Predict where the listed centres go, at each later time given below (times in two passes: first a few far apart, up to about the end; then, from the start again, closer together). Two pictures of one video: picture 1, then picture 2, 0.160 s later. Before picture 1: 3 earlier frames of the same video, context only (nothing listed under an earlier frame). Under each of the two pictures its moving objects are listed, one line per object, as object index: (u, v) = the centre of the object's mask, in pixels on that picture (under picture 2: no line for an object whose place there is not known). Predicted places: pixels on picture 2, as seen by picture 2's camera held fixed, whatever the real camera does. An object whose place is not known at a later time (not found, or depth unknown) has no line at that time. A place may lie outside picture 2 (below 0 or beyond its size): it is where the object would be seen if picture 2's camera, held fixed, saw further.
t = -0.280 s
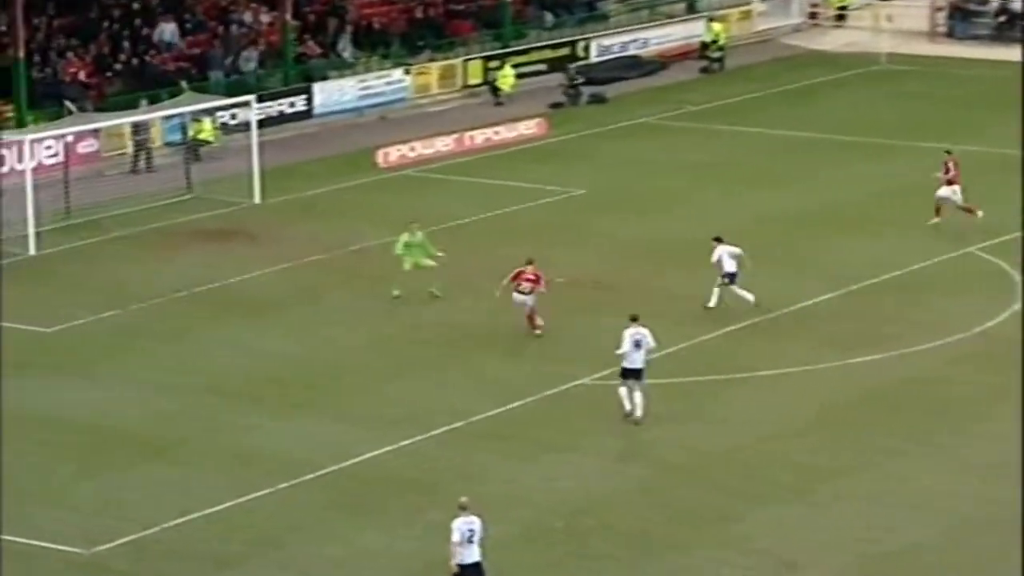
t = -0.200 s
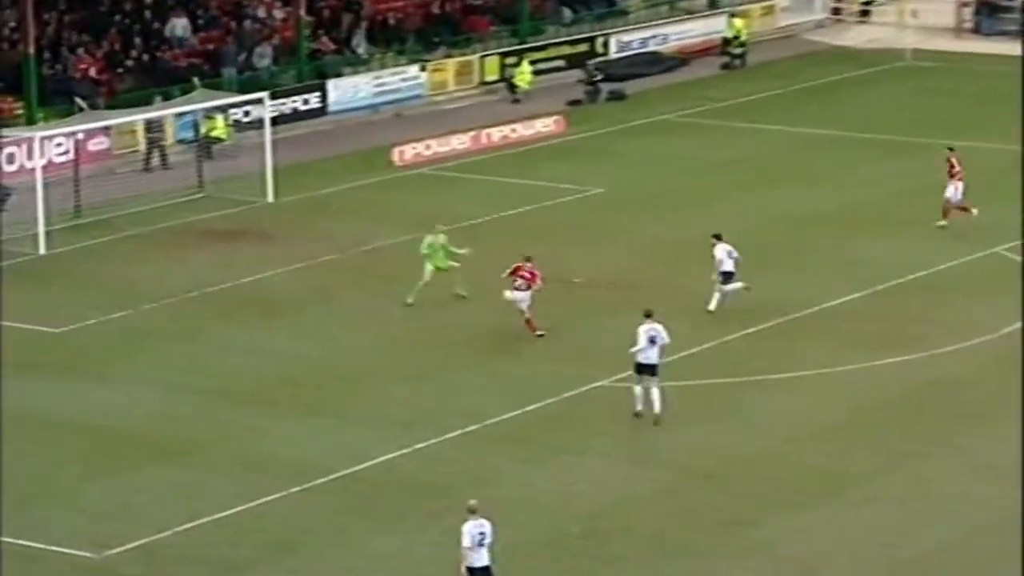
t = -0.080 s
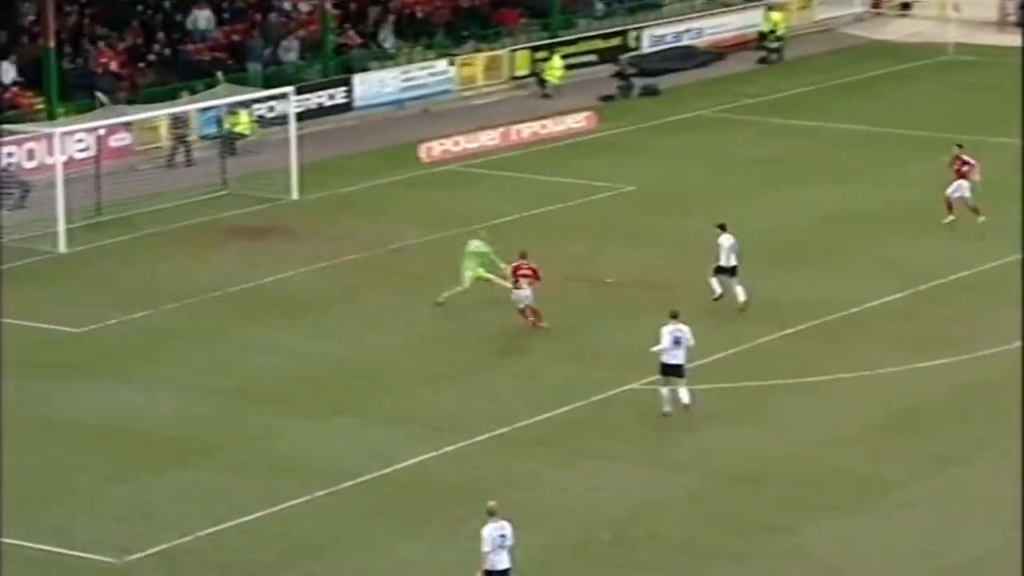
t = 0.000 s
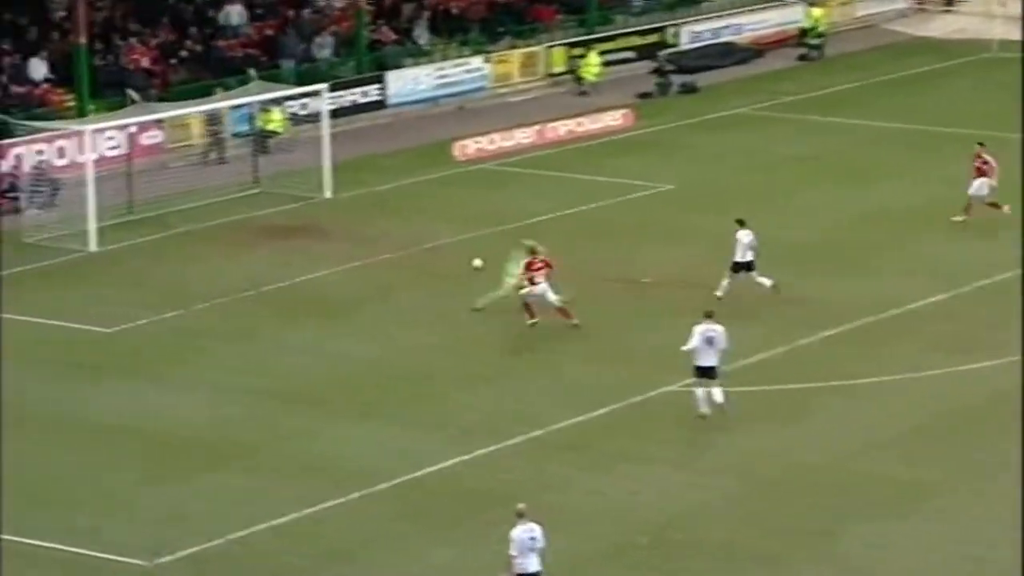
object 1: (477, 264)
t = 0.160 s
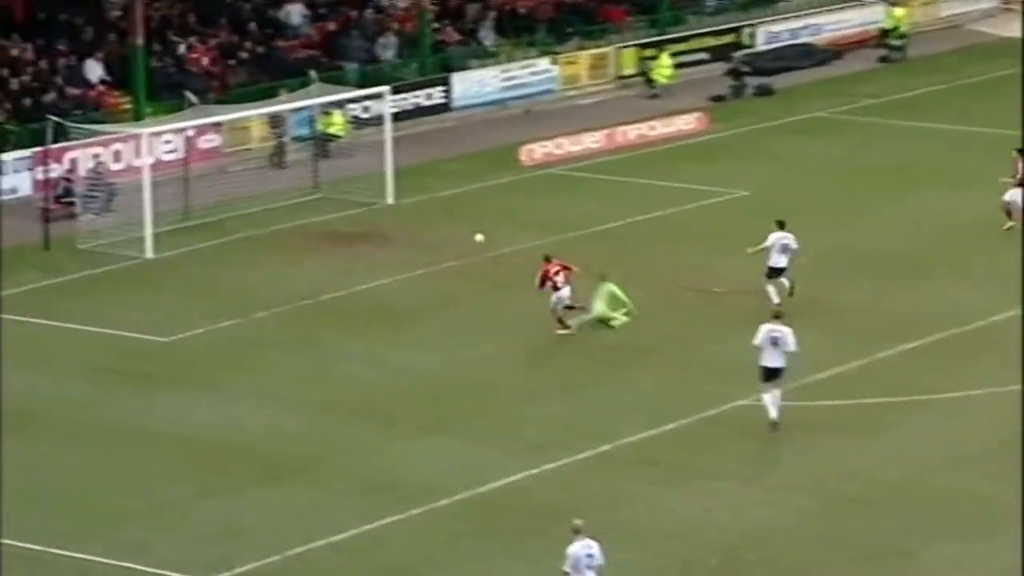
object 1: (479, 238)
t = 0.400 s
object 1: (393, 213)
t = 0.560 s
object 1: (346, 199)
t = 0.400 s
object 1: (393, 213)
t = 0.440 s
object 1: (381, 208)
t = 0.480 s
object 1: (369, 204)
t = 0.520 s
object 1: (358, 200)
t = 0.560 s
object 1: (346, 199)
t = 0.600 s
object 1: (335, 199)
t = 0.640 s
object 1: (325, 194)
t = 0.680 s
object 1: (317, 190)
